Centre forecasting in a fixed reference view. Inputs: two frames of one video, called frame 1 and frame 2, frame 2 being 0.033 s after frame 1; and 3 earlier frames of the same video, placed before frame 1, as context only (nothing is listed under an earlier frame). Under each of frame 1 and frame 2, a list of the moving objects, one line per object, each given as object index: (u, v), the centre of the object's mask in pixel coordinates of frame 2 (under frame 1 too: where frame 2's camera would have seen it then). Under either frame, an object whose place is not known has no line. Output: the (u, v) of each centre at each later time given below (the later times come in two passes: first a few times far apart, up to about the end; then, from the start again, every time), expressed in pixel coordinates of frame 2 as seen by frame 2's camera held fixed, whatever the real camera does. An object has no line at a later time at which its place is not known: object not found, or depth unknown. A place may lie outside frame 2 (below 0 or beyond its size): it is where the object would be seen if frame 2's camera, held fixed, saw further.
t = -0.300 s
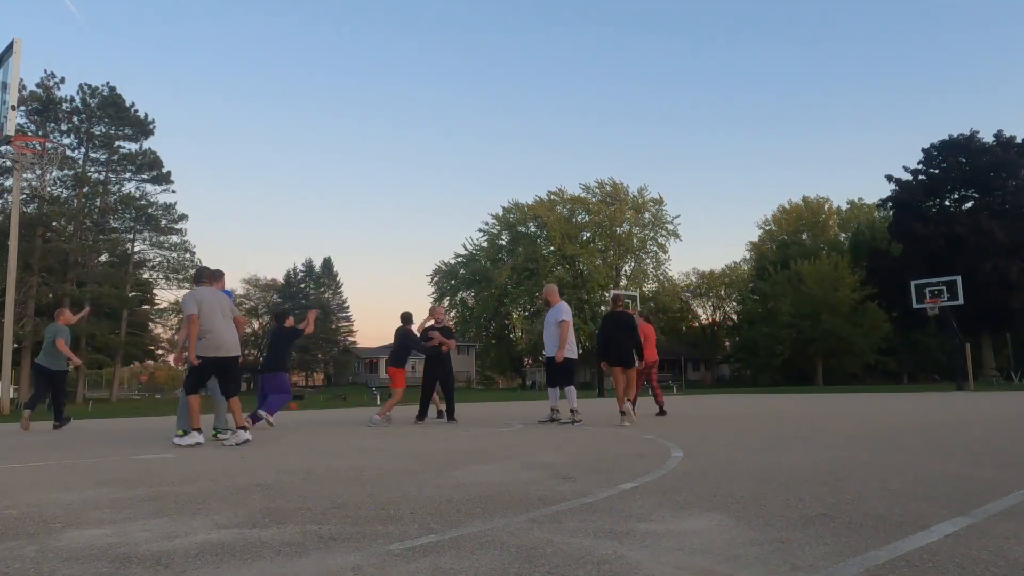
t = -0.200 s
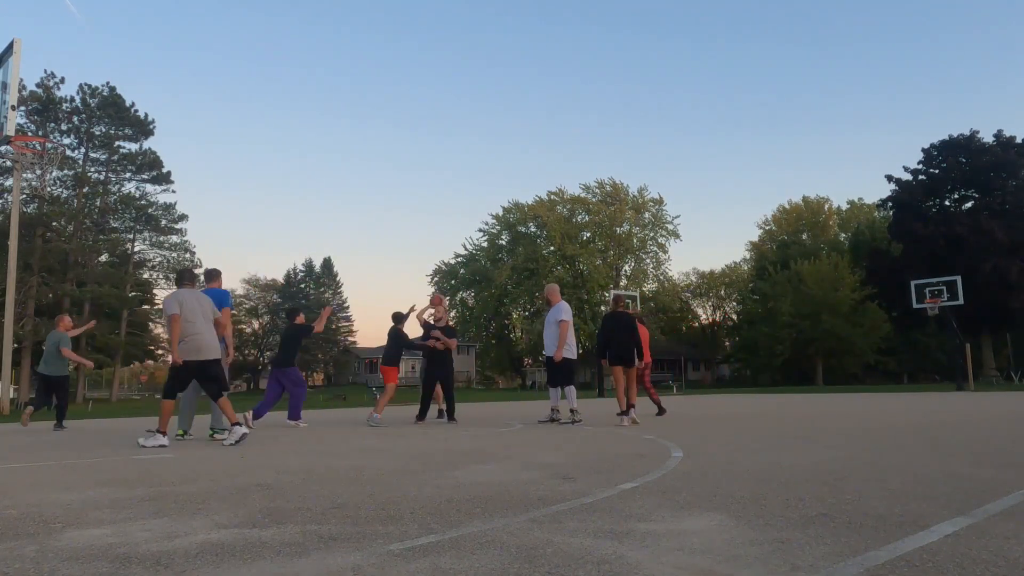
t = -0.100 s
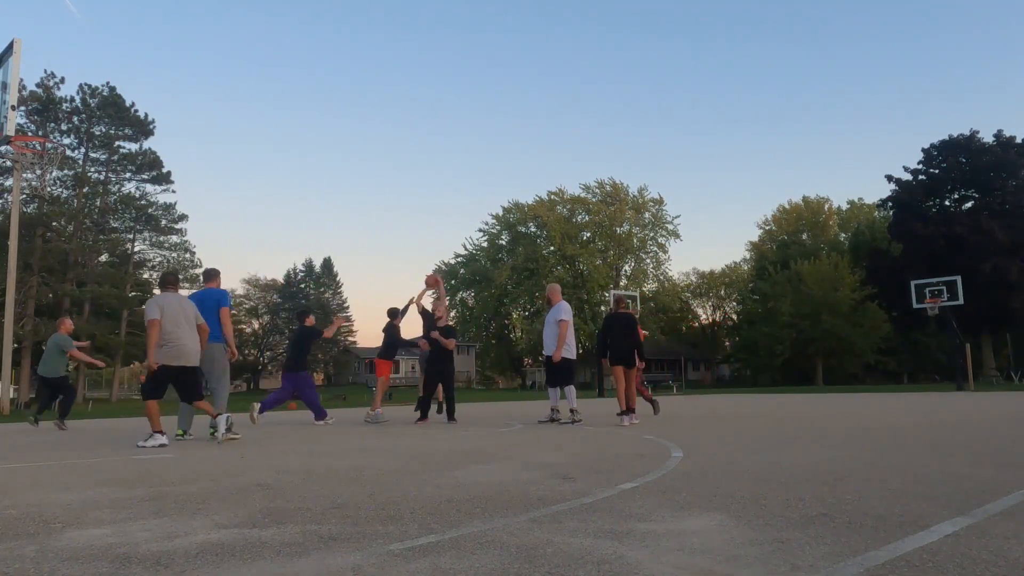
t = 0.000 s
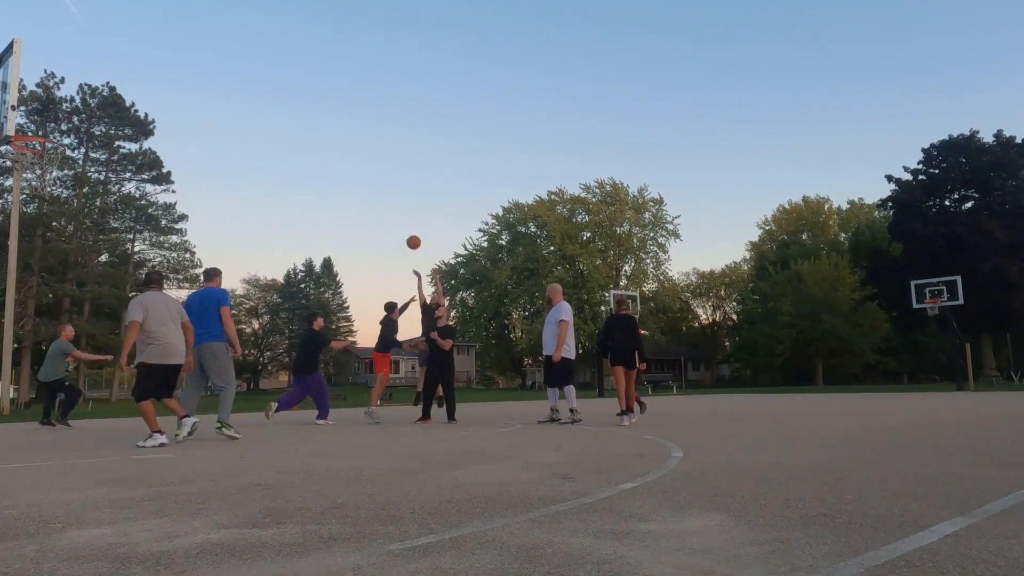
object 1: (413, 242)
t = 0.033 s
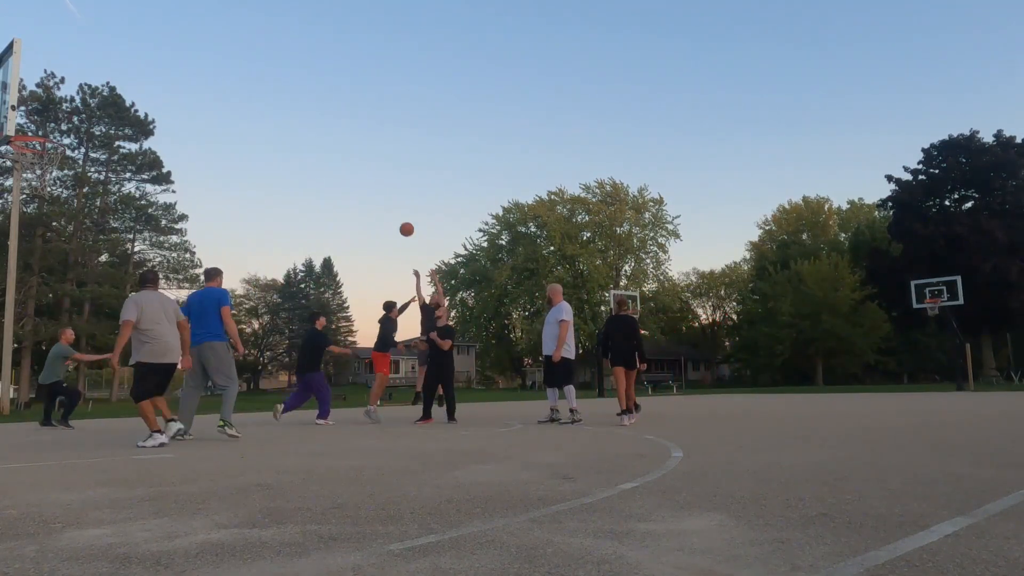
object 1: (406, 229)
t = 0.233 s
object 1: (362, 161)
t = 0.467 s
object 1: (303, 103)
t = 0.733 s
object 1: (221, 74)
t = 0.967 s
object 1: (134, 91)
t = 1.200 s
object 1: (34, 145)
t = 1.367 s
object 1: (56, 168)
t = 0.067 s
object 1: (399, 216)
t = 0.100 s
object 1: (392, 205)
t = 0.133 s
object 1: (385, 193)
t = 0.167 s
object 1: (377, 182)
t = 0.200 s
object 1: (370, 171)
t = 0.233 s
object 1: (362, 161)
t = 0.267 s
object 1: (354, 151)
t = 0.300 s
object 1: (346, 141)
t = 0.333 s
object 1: (338, 133)
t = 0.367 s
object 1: (329, 124)
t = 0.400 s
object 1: (321, 117)
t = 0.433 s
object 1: (312, 110)
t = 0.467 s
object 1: (303, 103)
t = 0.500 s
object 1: (293, 97)
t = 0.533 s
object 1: (284, 92)
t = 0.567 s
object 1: (274, 87)
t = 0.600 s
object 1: (264, 83)
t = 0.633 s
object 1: (254, 79)
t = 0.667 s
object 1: (243, 77)
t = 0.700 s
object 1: (232, 75)
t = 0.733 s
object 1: (221, 74)
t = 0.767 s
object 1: (210, 74)
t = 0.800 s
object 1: (198, 74)
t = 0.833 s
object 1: (186, 76)
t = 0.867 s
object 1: (174, 78)
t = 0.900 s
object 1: (161, 82)
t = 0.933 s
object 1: (148, 86)
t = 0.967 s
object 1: (134, 91)
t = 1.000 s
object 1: (120, 98)
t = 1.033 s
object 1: (106, 106)
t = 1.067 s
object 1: (91, 115)
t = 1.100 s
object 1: (75, 125)
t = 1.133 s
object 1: (60, 136)
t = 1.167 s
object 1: (47, 143)
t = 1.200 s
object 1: (34, 145)
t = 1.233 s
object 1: (23, 149)
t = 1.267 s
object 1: (31, 151)
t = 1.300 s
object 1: (40, 154)
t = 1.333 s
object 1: (50, 162)
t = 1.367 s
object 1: (56, 168)
